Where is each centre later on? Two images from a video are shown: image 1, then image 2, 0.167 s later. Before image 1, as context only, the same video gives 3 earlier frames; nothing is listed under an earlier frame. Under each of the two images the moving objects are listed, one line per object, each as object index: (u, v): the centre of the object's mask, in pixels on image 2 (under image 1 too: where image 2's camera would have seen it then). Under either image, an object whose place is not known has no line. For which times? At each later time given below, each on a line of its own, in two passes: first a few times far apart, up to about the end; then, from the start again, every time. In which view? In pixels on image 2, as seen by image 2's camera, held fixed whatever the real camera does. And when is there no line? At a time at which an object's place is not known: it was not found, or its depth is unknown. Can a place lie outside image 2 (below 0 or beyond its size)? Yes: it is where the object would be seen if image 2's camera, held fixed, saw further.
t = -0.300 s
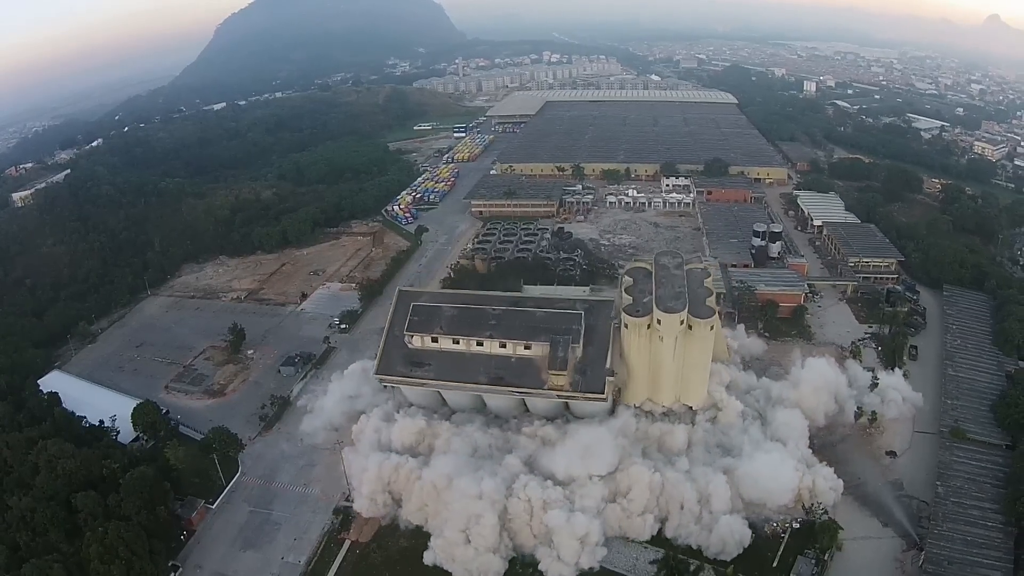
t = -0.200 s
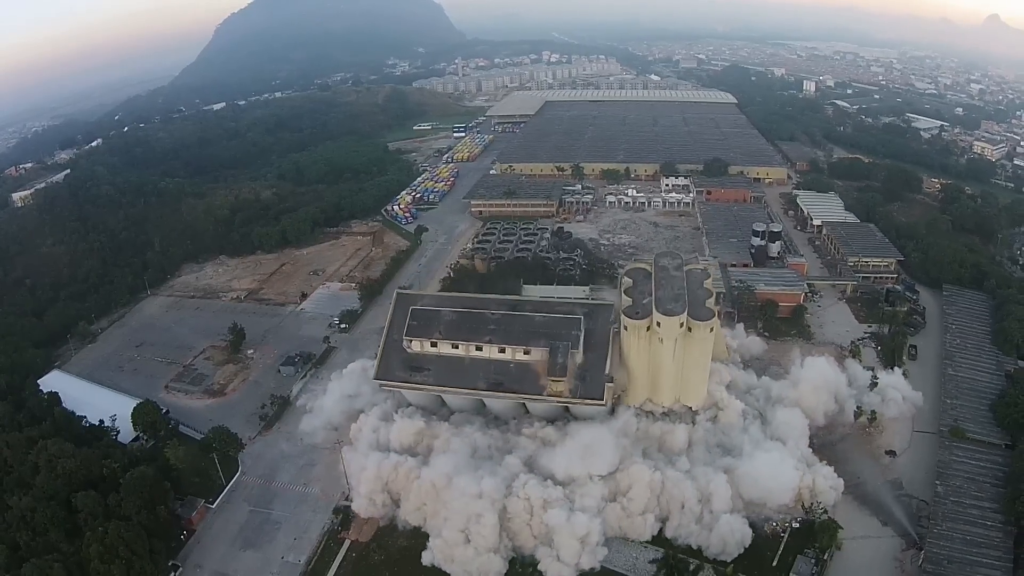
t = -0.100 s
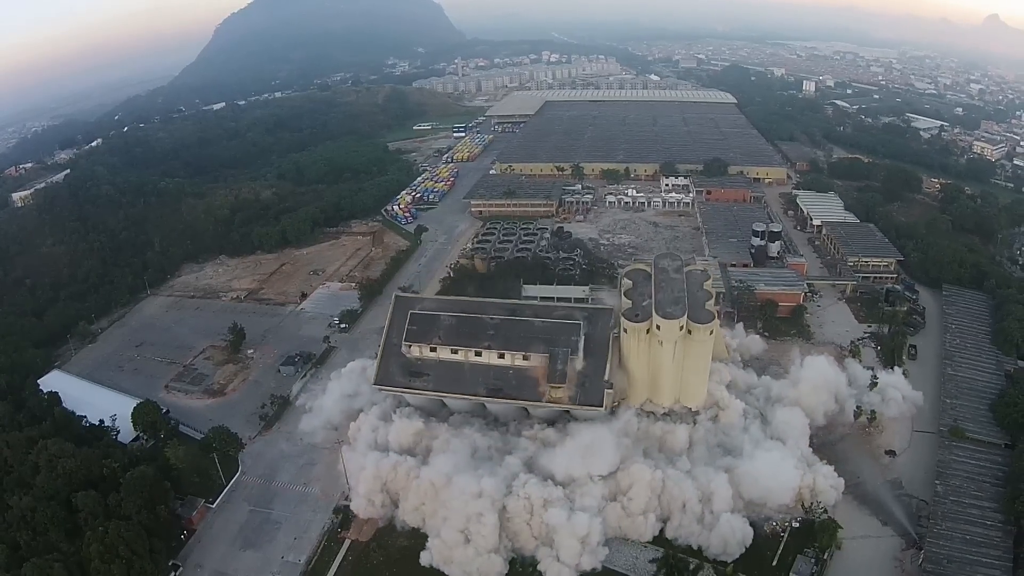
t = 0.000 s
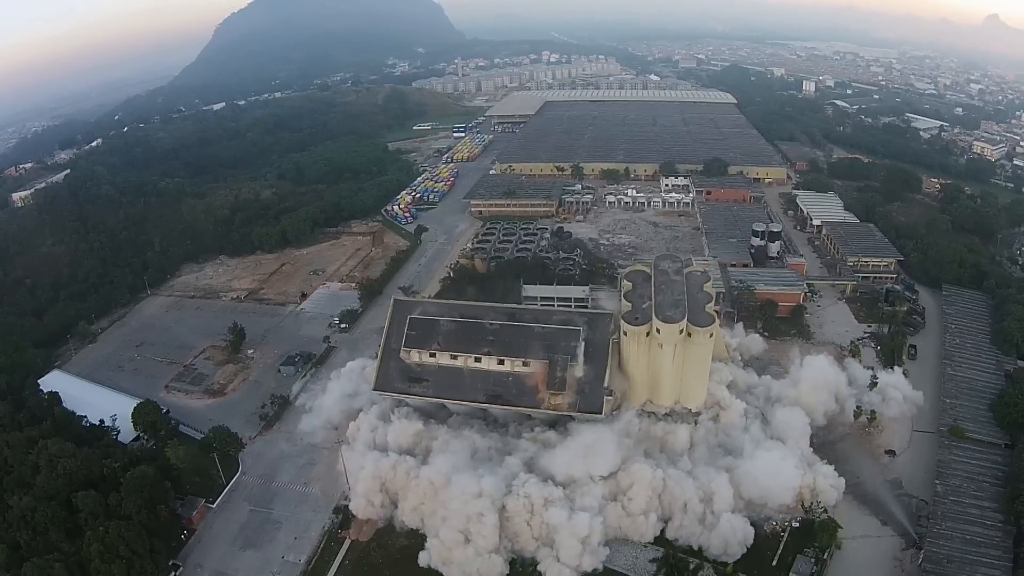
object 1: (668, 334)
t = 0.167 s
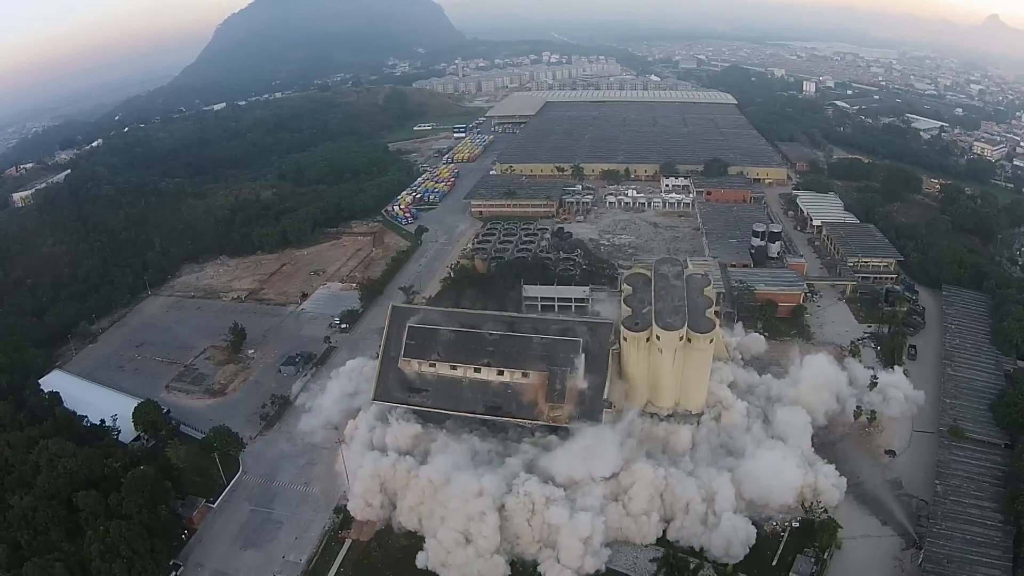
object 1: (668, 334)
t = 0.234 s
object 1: (668, 337)
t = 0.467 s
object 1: (668, 340)
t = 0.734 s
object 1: (667, 345)
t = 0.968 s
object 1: (667, 347)
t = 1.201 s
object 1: (667, 352)
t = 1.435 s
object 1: (665, 357)
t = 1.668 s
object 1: (665, 365)
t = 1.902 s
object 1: (667, 375)
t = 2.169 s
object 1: (671, 391)
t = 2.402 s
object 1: (671, 389)
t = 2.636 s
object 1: (672, 390)
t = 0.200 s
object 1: (668, 337)
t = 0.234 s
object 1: (668, 337)
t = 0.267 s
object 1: (668, 338)
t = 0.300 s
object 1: (668, 339)
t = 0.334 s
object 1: (668, 339)
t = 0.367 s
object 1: (668, 339)
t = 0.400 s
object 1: (668, 340)
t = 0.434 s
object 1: (668, 340)
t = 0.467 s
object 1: (668, 340)
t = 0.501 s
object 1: (668, 341)
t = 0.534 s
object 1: (668, 342)
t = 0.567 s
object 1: (668, 342)
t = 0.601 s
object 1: (668, 343)
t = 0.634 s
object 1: (668, 344)
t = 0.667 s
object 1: (668, 344)
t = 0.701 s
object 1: (668, 344)
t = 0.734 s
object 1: (667, 345)
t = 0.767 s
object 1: (668, 345)
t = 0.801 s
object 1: (668, 345)
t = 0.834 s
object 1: (668, 345)
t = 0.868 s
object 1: (668, 346)
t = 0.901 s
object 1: (668, 346)
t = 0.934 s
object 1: (668, 347)
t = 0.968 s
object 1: (667, 347)
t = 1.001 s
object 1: (668, 348)
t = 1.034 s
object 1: (667, 348)
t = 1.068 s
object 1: (667, 349)
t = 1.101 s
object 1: (667, 350)
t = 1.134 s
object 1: (667, 351)
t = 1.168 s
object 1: (667, 351)
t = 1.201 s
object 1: (667, 352)
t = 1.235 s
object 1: (667, 352)
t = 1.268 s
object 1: (667, 353)
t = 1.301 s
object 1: (667, 354)
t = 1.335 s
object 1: (666, 355)
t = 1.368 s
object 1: (666, 355)
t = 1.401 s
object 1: (665, 356)
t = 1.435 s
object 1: (665, 357)
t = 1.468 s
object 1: (665, 358)
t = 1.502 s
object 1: (664, 359)
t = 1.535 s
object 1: (664, 360)
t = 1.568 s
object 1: (664, 361)
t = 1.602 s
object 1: (665, 362)
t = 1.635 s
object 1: (664, 363)
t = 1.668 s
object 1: (665, 365)
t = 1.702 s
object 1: (665, 366)
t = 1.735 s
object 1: (665, 367)
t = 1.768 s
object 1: (665, 368)
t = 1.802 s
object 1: (666, 369)
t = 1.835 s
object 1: (666, 371)
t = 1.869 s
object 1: (666, 373)
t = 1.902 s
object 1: (667, 375)
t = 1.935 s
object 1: (667, 377)
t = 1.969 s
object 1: (667, 379)
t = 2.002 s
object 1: (668, 382)
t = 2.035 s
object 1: (669, 384)
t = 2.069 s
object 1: (670, 385)
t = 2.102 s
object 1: (671, 387)
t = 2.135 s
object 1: (670, 389)
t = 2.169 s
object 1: (671, 391)
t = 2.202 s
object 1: (671, 392)
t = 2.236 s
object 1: (671, 391)
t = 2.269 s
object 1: (671, 392)
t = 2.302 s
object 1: (671, 392)
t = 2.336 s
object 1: (671, 393)
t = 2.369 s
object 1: (671, 390)
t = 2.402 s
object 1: (671, 389)
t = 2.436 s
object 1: (671, 390)
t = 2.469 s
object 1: (671, 390)
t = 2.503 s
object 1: (671, 390)
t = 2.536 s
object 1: (672, 392)
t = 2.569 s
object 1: (672, 391)
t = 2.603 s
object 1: (672, 391)
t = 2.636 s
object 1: (672, 390)
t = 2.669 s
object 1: (672, 390)
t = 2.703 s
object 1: (673, 391)
